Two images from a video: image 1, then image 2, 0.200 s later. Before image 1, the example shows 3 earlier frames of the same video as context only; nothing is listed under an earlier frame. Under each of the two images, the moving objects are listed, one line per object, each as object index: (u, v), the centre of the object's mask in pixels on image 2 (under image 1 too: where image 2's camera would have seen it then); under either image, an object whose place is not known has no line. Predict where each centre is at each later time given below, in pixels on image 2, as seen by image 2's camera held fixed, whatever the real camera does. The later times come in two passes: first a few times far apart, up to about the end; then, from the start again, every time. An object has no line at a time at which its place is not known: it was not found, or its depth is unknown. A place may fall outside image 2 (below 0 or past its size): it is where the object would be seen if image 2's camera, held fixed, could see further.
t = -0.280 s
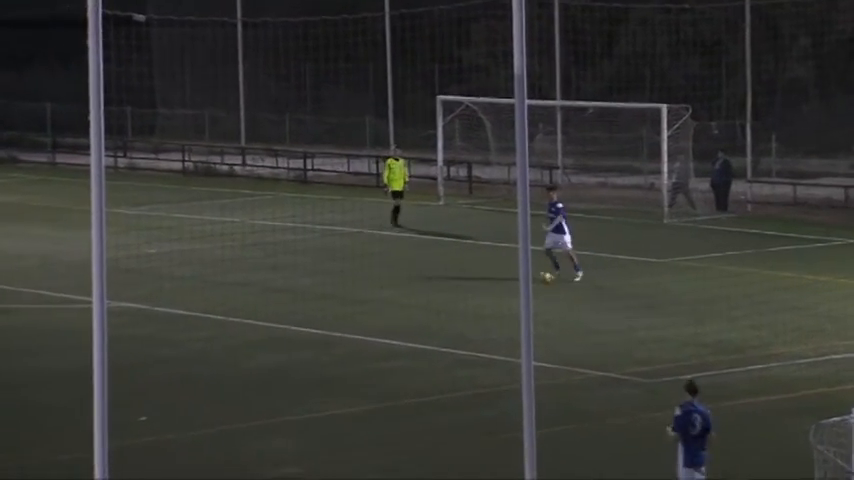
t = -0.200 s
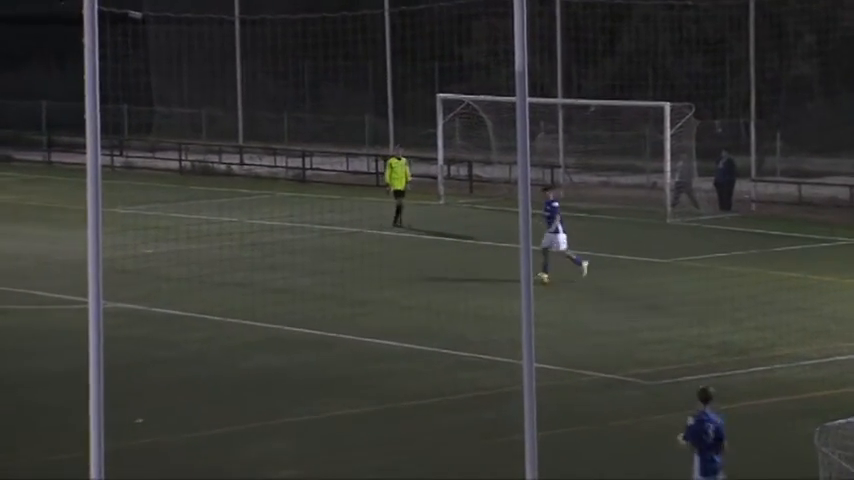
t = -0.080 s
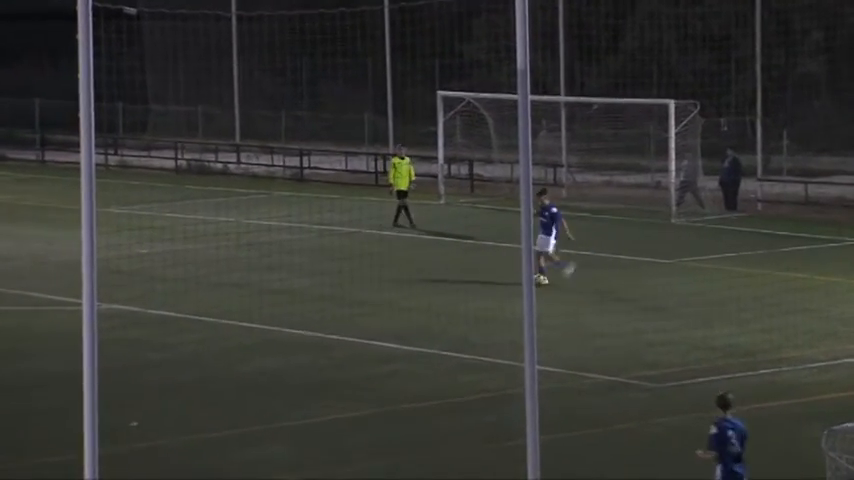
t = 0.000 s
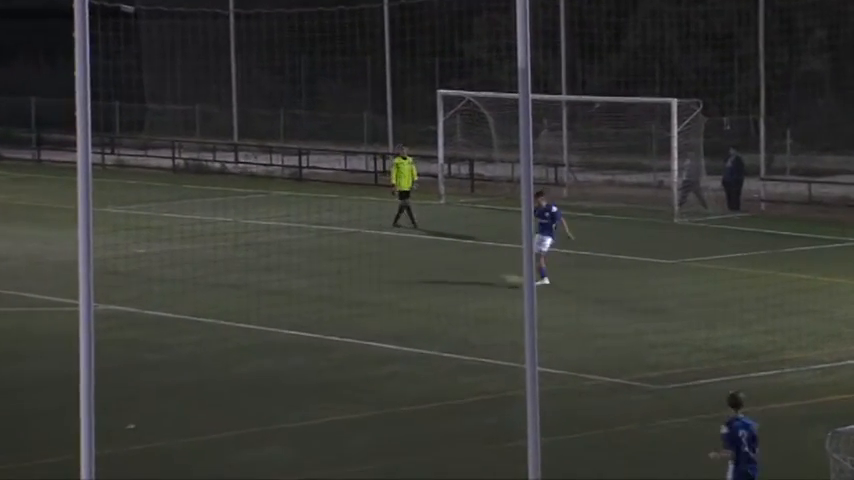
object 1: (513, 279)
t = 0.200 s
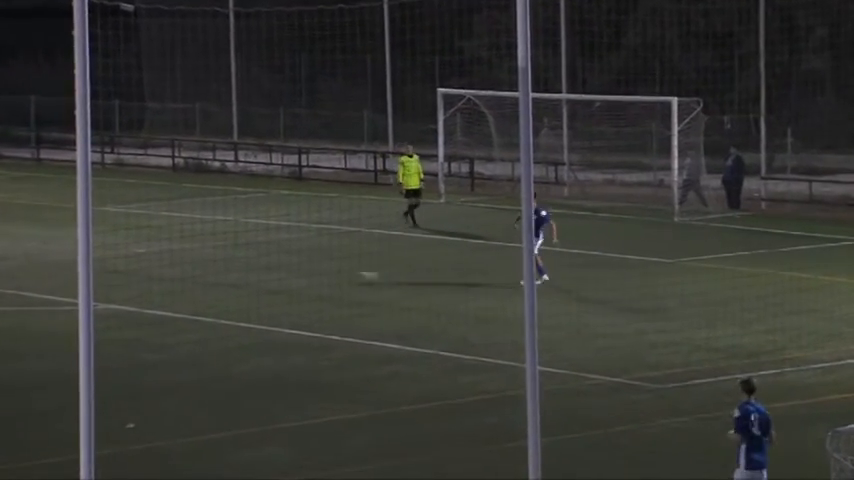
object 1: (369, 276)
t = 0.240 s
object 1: (343, 278)
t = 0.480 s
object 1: (198, 276)
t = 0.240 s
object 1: (343, 278)
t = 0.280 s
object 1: (317, 276)
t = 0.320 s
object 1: (294, 275)
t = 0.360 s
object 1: (268, 274)
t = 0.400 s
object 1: (244, 277)
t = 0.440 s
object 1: (222, 276)
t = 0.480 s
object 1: (198, 276)
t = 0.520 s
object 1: (177, 275)
